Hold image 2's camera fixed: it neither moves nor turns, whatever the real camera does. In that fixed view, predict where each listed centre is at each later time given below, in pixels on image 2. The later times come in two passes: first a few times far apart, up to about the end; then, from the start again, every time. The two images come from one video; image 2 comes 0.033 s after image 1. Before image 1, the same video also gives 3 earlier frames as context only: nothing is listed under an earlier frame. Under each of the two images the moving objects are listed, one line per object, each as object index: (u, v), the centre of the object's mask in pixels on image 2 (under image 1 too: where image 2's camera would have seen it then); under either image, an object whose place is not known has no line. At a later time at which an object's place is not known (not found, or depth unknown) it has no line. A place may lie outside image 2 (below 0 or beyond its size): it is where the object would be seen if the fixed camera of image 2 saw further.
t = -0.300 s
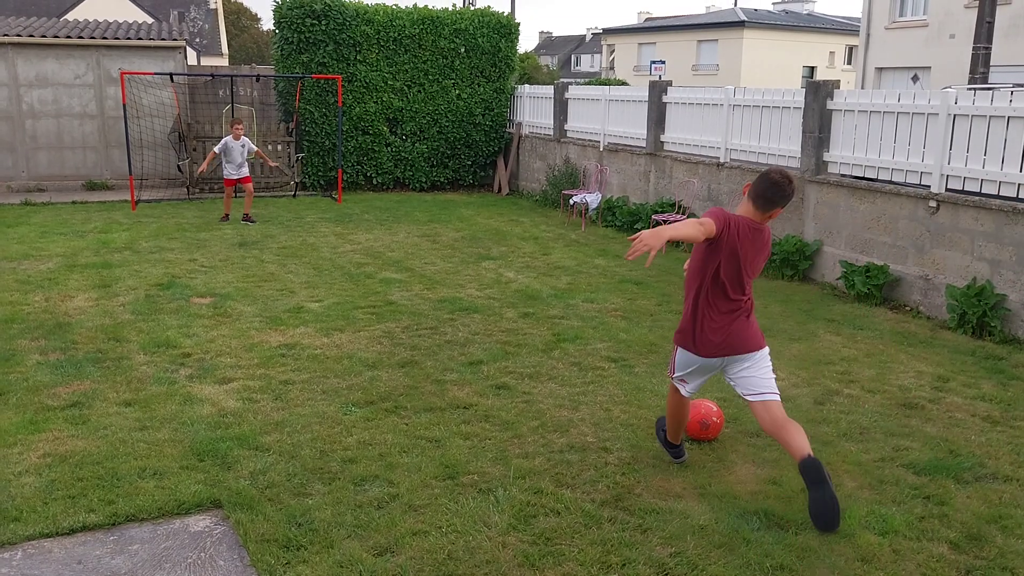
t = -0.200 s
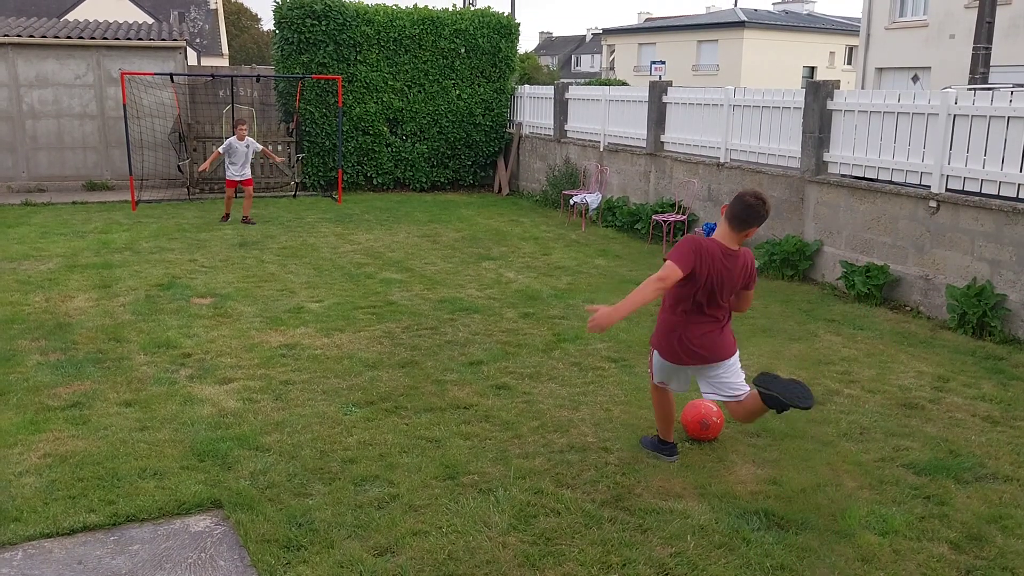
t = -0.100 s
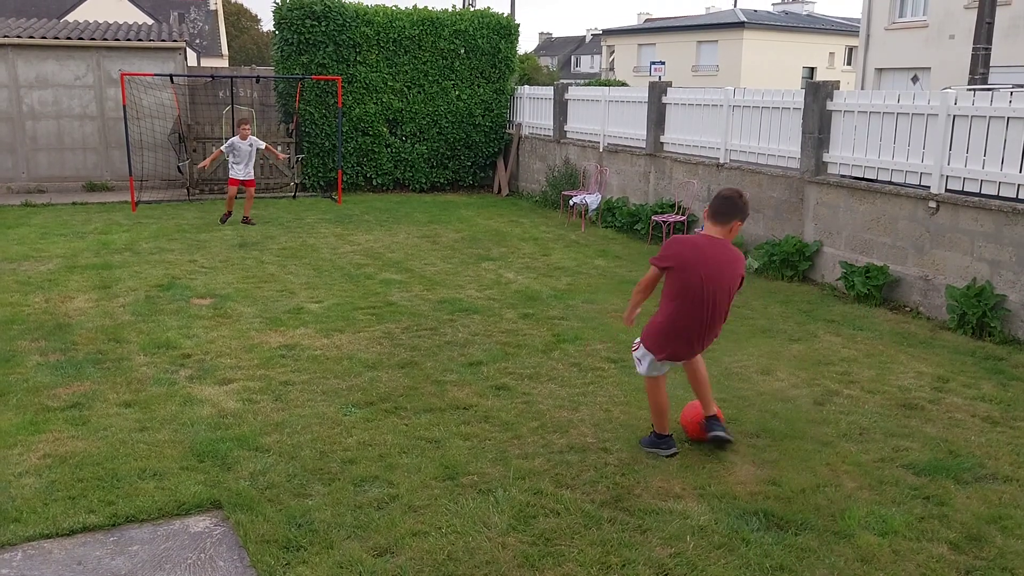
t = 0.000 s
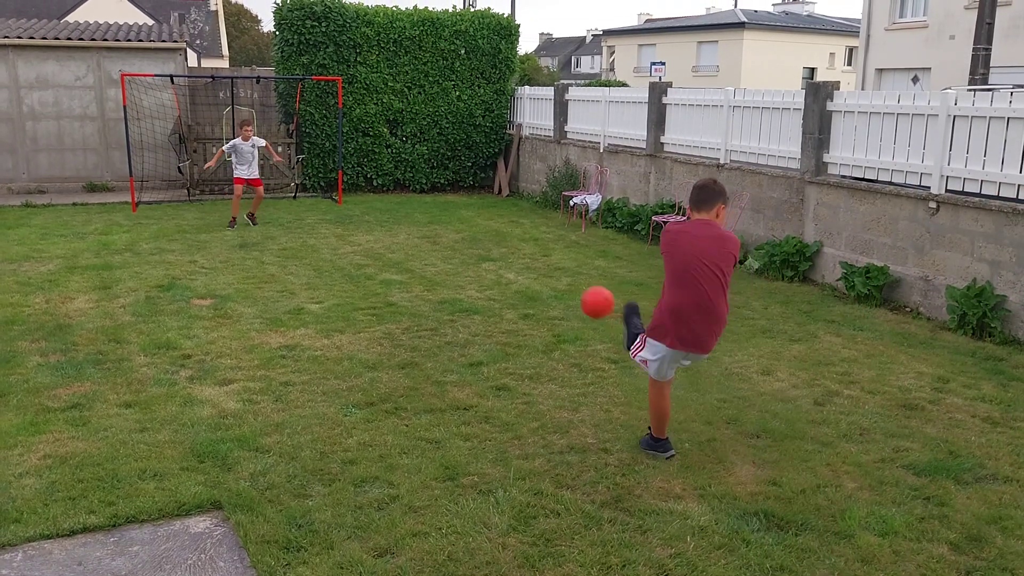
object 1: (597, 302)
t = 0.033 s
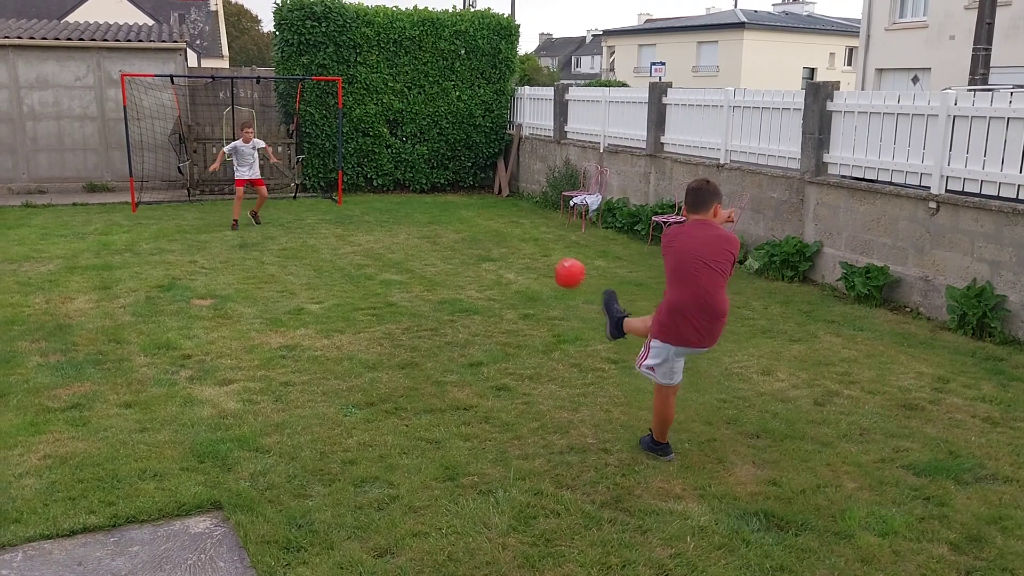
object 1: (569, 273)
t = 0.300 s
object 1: (431, 160)
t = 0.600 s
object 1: (350, 146)
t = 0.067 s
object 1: (545, 249)
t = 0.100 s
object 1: (524, 228)
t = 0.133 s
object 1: (504, 211)
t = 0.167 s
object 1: (487, 197)
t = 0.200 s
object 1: (471, 185)
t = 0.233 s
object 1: (456, 175)
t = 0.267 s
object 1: (443, 167)
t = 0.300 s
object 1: (431, 160)
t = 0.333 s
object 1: (419, 155)
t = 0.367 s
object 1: (409, 151)
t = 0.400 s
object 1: (399, 148)
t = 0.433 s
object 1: (389, 145)
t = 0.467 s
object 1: (381, 144)
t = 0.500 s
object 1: (372, 143)
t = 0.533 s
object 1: (365, 143)
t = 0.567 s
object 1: (358, 144)
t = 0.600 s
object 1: (350, 146)
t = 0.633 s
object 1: (344, 148)
